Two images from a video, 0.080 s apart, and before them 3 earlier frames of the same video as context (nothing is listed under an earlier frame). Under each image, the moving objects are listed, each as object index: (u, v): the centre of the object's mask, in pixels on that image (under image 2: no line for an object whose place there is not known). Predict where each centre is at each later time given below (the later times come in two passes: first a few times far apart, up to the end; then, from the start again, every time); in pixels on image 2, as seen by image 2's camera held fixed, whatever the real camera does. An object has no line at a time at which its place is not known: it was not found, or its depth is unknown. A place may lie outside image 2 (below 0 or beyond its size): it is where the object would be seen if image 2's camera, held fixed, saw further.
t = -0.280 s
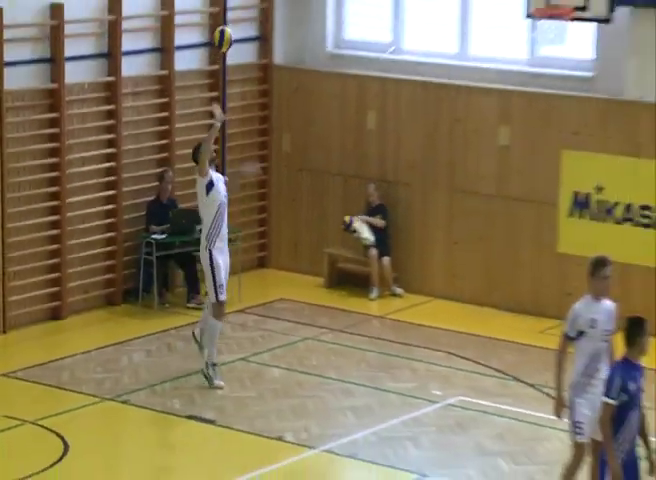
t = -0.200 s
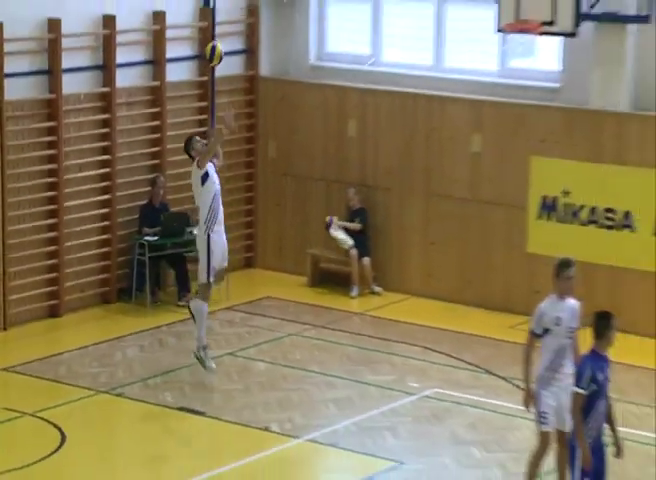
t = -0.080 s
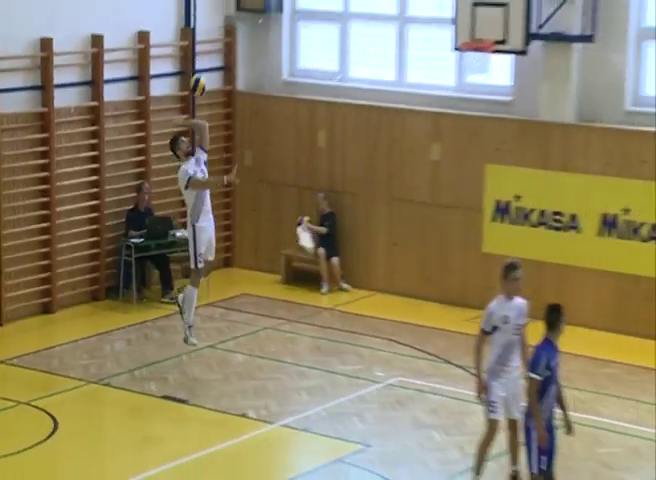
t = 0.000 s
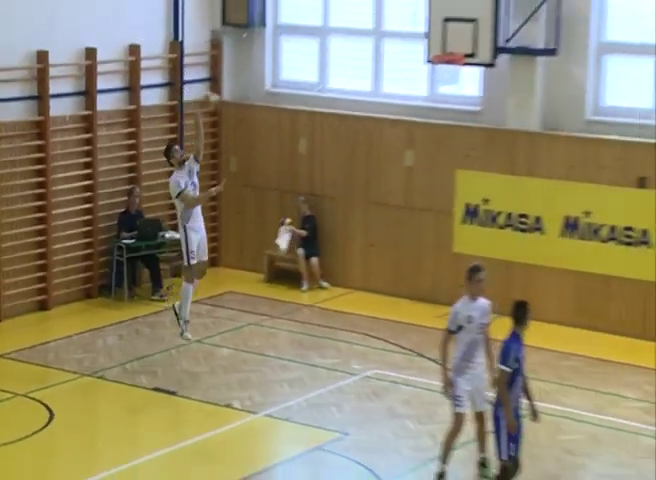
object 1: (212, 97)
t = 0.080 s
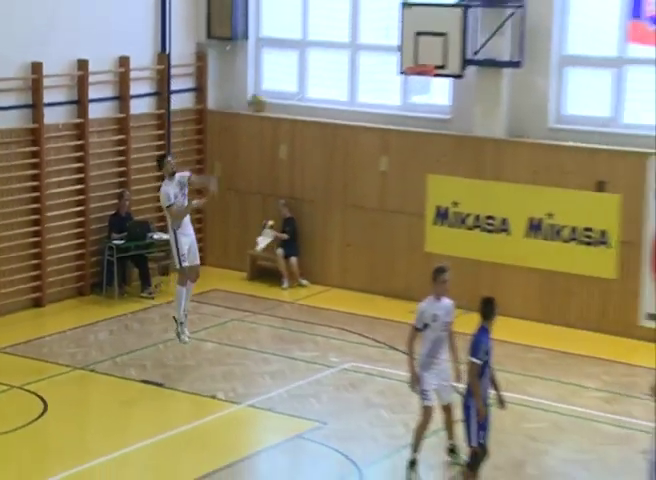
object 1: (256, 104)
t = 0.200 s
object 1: (363, 99)
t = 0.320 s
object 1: (482, 101)
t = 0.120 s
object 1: (291, 101)
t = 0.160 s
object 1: (326, 99)
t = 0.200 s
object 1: (363, 99)
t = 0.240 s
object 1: (402, 99)
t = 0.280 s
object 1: (441, 99)
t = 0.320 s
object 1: (482, 101)
